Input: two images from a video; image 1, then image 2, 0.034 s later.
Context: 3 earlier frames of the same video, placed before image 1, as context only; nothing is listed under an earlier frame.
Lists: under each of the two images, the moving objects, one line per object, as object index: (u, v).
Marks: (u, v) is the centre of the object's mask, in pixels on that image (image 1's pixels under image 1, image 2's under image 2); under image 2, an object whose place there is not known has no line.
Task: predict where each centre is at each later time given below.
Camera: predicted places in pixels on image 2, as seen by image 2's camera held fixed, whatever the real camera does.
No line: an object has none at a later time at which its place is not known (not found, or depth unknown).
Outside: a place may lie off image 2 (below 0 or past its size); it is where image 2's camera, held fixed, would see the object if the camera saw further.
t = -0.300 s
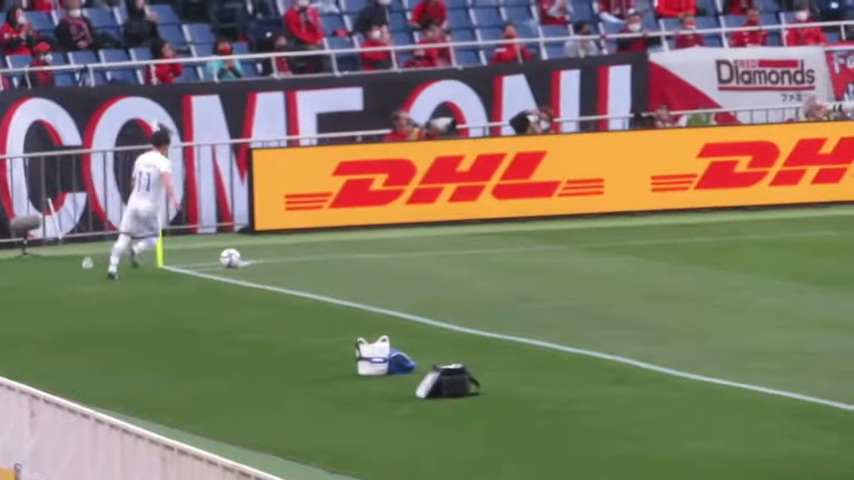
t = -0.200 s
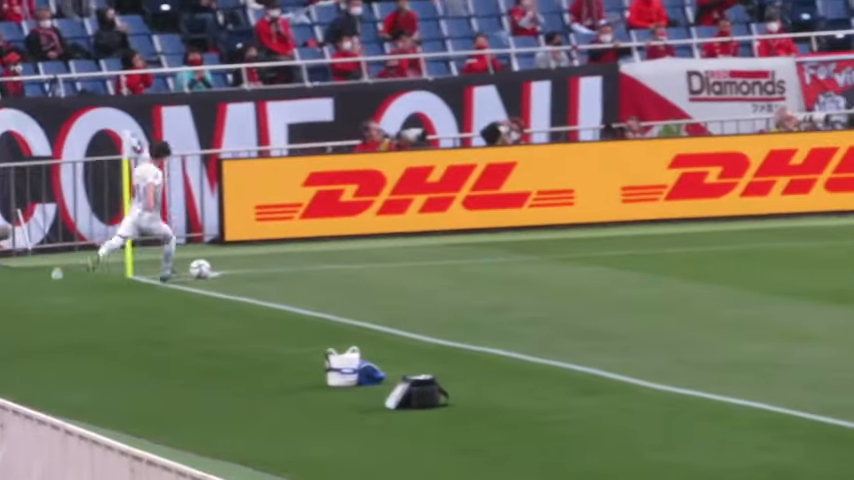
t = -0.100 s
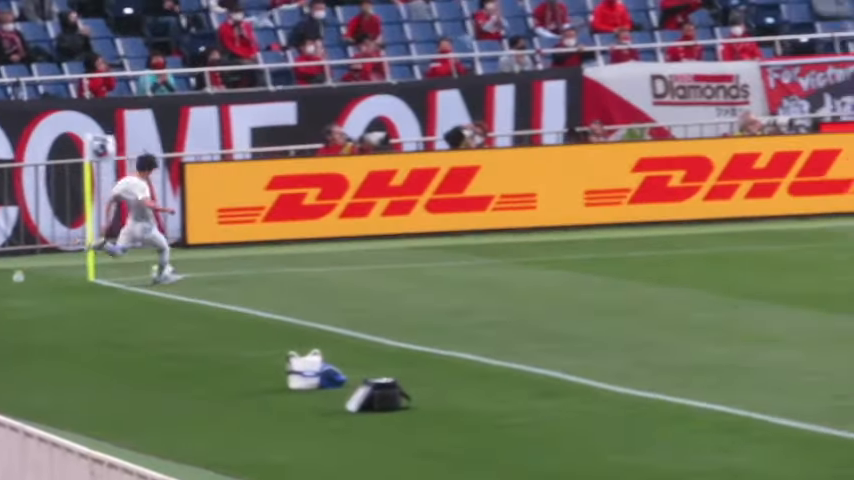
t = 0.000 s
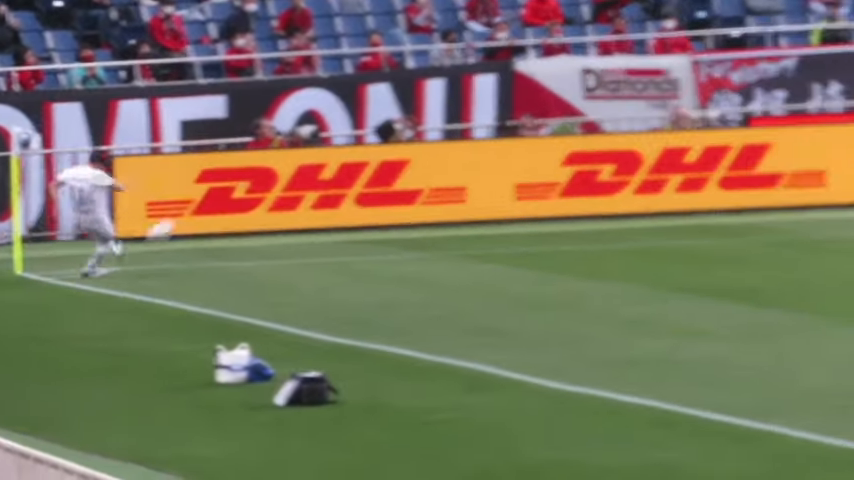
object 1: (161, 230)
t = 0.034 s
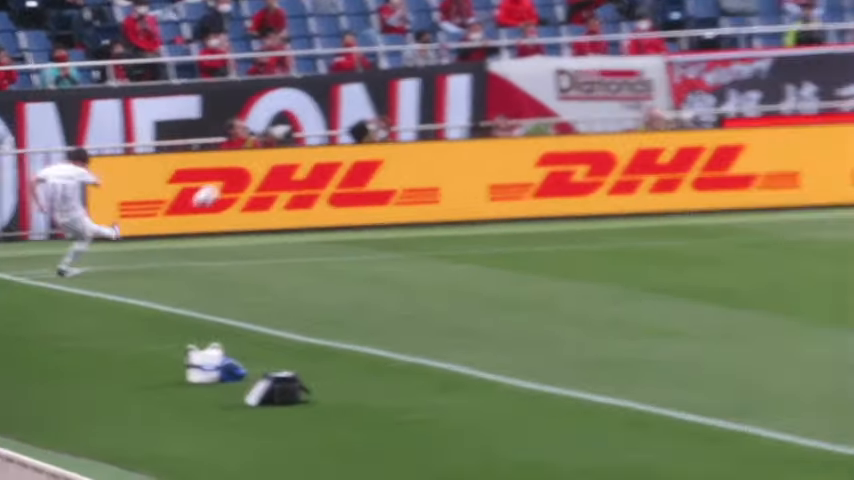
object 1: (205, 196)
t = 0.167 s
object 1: (484, 71)
